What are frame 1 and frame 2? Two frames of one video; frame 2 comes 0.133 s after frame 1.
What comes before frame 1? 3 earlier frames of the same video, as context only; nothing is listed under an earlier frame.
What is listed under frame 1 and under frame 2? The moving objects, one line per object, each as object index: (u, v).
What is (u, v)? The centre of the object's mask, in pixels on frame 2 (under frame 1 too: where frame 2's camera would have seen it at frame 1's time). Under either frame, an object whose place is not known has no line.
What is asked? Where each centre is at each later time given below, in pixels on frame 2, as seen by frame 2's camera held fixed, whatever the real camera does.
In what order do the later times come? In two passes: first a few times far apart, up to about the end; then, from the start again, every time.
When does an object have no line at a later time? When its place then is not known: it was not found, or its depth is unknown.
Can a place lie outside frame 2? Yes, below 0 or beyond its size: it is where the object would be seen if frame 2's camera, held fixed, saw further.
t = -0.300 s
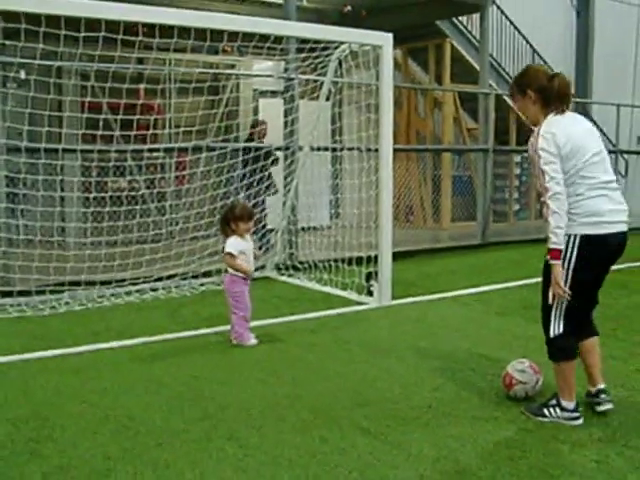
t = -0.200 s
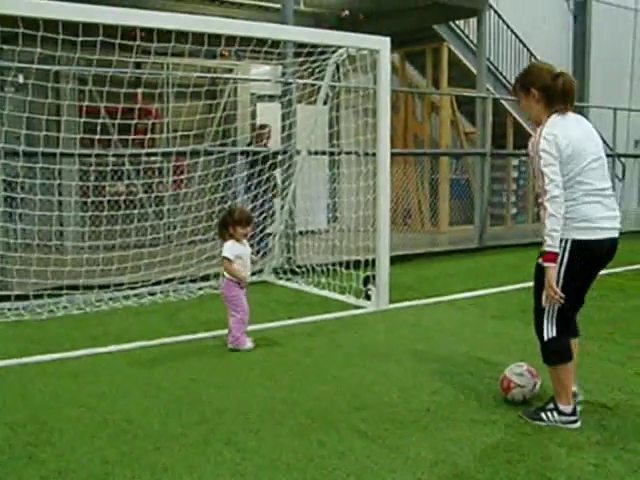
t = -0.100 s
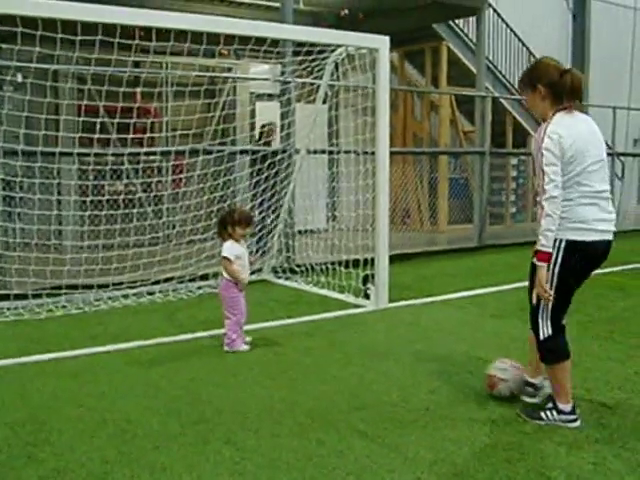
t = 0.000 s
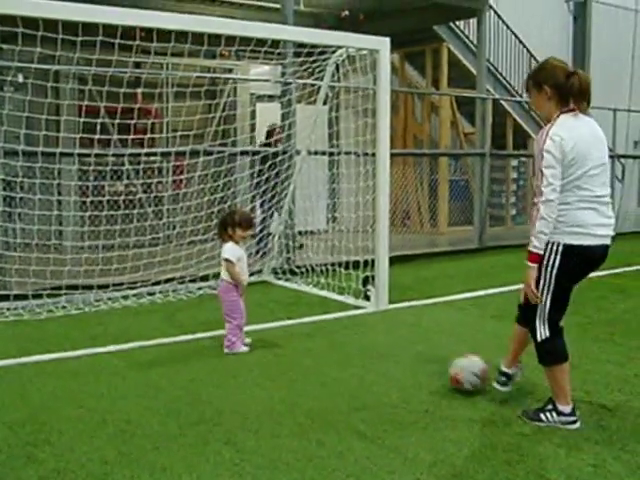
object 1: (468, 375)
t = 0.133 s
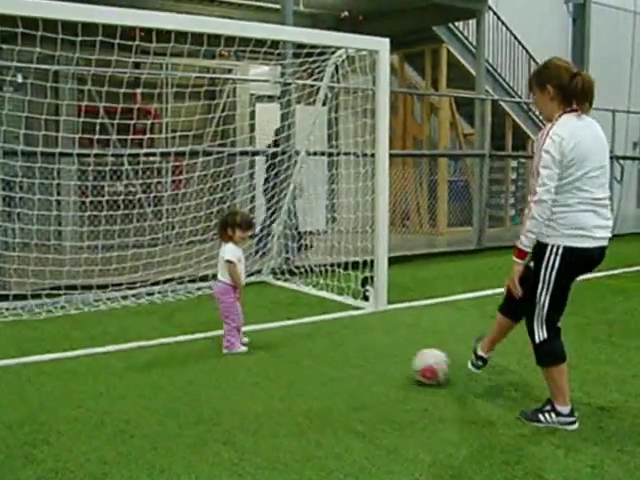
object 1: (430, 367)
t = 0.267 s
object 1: (400, 361)
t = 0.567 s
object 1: (337, 348)
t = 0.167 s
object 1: (422, 364)
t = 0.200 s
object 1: (414, 364)
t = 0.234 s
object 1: (407, 362)
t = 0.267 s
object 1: (400, 361)
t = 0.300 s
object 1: (392, 359)
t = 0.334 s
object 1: (384, 358)
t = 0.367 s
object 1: (377, 356)
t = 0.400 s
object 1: (370, 355)
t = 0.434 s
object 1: (363, 354)
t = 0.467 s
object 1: (356, 352)
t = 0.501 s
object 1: (350, 350)
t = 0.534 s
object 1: (343, 350)
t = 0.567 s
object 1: (337, 348)
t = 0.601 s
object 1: (331, 346)
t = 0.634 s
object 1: (325, 345)
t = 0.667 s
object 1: (319, 345)
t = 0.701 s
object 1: (313, 344)
